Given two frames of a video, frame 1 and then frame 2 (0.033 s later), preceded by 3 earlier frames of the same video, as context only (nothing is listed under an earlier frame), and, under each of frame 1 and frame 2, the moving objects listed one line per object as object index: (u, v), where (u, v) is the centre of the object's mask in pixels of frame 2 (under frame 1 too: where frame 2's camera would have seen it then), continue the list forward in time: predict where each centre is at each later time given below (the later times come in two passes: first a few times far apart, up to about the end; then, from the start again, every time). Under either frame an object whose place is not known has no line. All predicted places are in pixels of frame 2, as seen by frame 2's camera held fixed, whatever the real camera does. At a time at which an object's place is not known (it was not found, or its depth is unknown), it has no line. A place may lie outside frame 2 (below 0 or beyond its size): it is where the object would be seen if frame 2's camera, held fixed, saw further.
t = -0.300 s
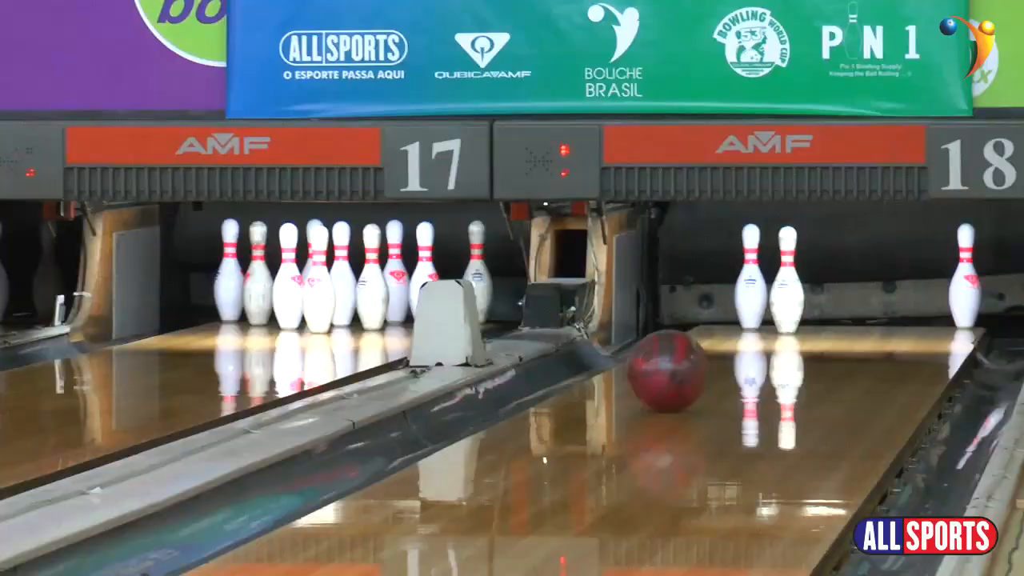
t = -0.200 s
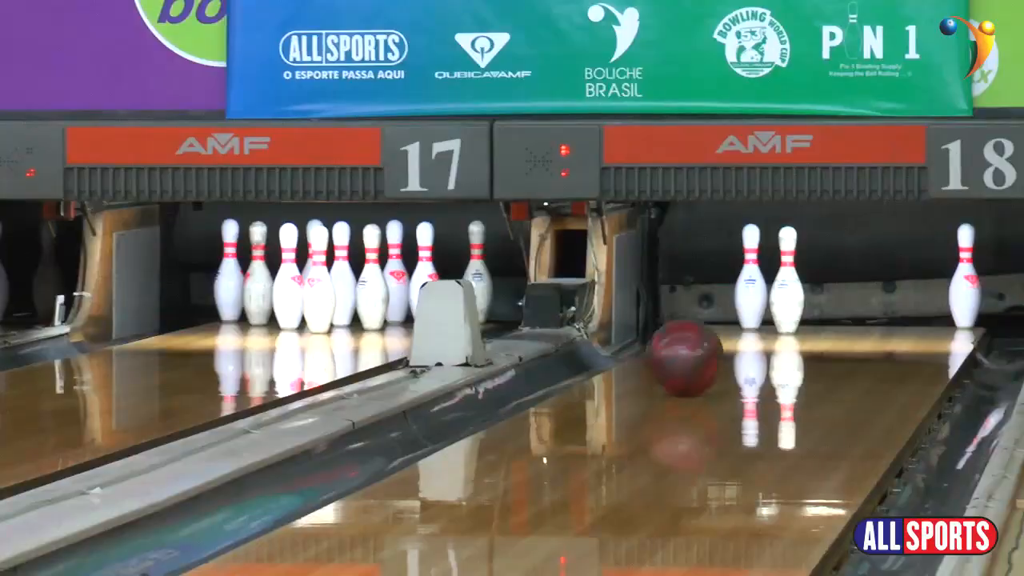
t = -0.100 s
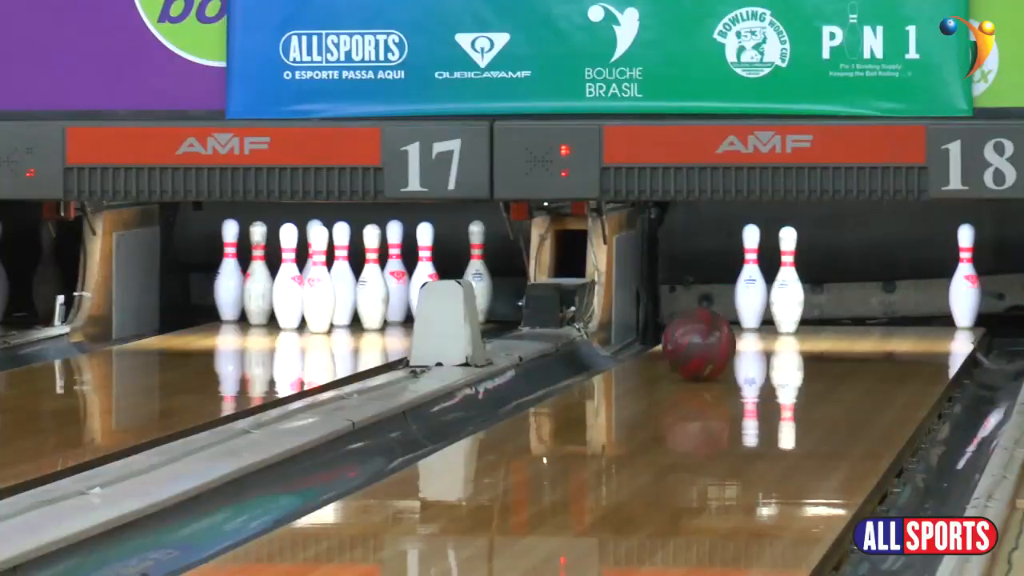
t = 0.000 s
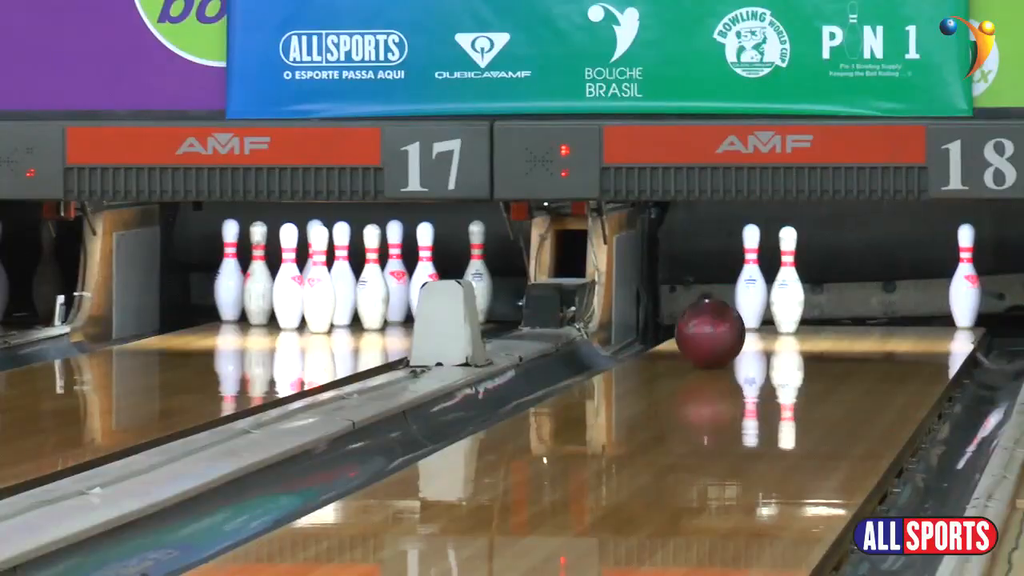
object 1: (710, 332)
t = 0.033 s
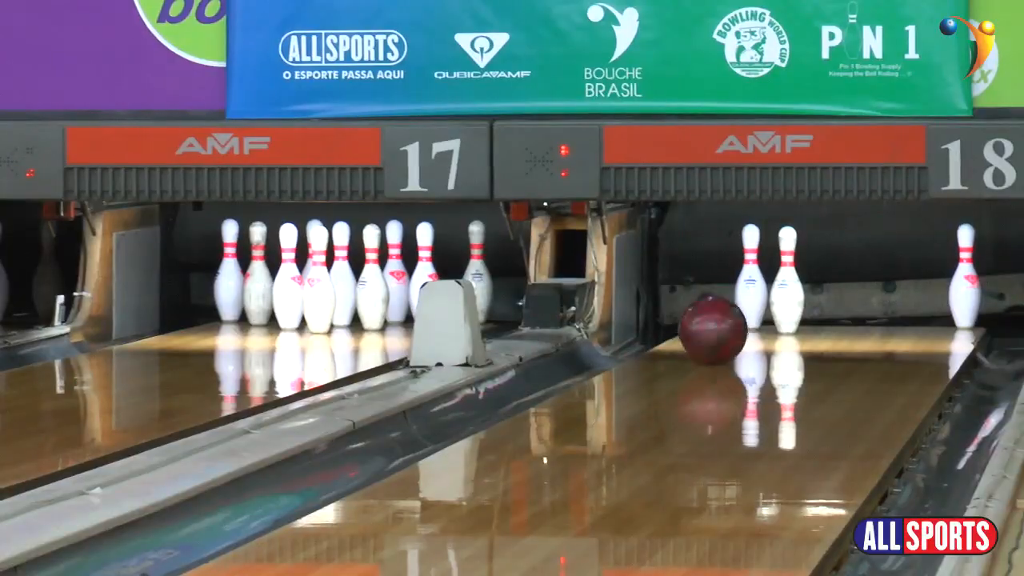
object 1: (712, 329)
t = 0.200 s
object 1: (726, 313)
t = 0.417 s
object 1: (723, 298)
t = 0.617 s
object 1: (697, 306)
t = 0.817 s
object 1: (664, 329)
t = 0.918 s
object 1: (655, 332)
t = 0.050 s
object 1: (714, 328)
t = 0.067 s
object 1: (716, 326)
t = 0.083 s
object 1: (717, 324)
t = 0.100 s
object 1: (719, 323)
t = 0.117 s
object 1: (720, 321)
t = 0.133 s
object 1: (721, 319)
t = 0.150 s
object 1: (723, 318)
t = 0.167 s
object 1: (724, 317)
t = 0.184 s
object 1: (725, 315)
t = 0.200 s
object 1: (726, 313)
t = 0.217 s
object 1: (727, 312)
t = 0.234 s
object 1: (728, 310)
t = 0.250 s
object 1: (729, 309)
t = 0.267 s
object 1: (729, 307)
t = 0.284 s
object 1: (730, 306)
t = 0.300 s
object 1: (731, 305)
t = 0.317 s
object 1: (732, 304)
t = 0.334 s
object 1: (732, 303)
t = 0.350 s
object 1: (733, 302)
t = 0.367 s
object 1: (731, 301)
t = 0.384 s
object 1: (727, 300)
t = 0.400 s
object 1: (725, 299)
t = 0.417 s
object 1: (723, 298)
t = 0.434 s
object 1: (720, 297)
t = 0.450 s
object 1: (718, 295)
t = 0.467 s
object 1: (716, 294)
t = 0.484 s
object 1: (713, 295)
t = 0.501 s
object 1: (714, 295)
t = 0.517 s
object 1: (711, 297)
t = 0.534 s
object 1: (707, 298)
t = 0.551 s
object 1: (704, 299)
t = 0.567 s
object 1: (700, 302)
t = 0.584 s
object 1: (698, 304)
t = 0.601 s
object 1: (700, 304)
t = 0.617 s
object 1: (697, 306)
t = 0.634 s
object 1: (690, 312)
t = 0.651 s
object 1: (688, 314)
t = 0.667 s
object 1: (686, 318)
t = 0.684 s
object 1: (679, 323)
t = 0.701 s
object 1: (678, 325)
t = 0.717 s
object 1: (678, 324)
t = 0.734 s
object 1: (676, 324)
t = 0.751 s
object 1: (674, 324)
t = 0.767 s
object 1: (671, 326)
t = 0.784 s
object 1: (669, 326)
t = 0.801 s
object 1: (668, 327)
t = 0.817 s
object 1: (664, 329)
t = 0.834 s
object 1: (661, 329)
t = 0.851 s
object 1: (660, 331)
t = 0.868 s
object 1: (658, 332)
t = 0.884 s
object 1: (656, 332)
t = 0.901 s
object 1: (656, 332)
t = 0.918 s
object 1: (655, 332)
